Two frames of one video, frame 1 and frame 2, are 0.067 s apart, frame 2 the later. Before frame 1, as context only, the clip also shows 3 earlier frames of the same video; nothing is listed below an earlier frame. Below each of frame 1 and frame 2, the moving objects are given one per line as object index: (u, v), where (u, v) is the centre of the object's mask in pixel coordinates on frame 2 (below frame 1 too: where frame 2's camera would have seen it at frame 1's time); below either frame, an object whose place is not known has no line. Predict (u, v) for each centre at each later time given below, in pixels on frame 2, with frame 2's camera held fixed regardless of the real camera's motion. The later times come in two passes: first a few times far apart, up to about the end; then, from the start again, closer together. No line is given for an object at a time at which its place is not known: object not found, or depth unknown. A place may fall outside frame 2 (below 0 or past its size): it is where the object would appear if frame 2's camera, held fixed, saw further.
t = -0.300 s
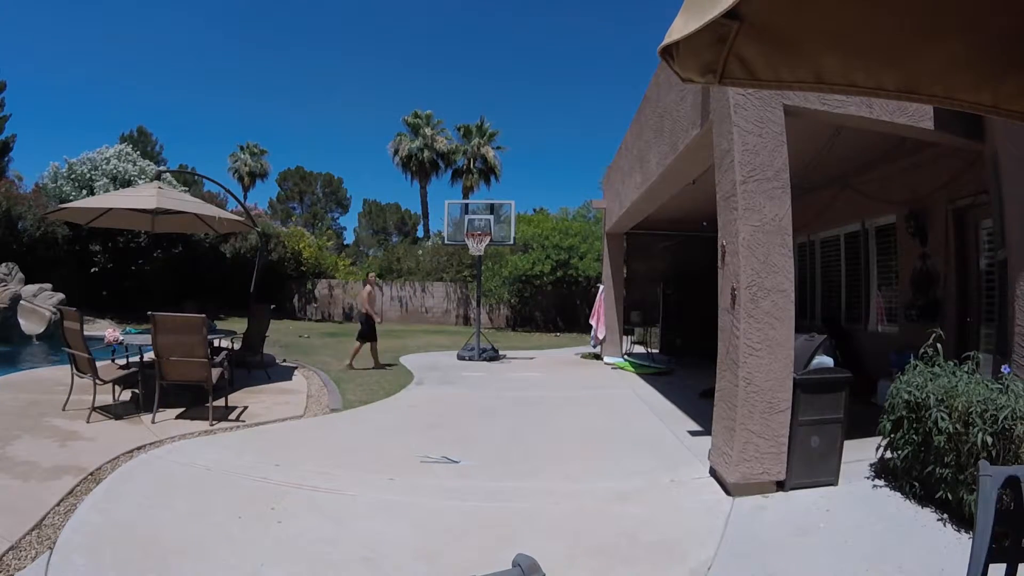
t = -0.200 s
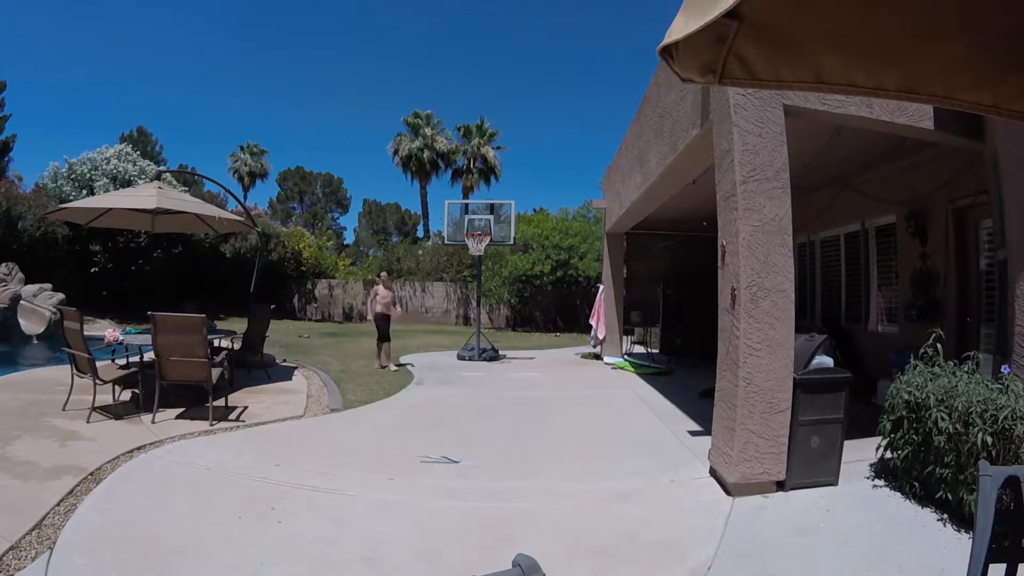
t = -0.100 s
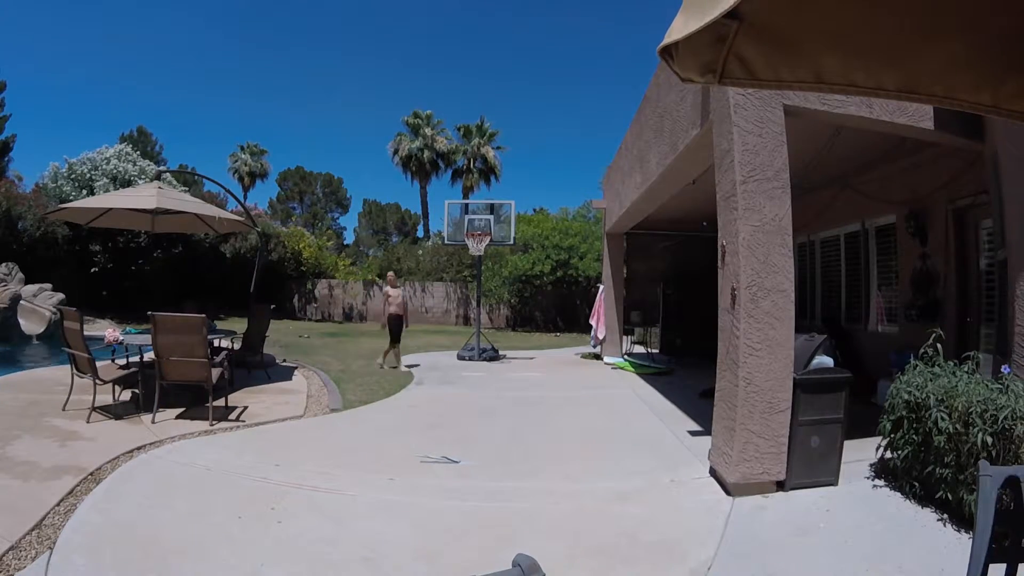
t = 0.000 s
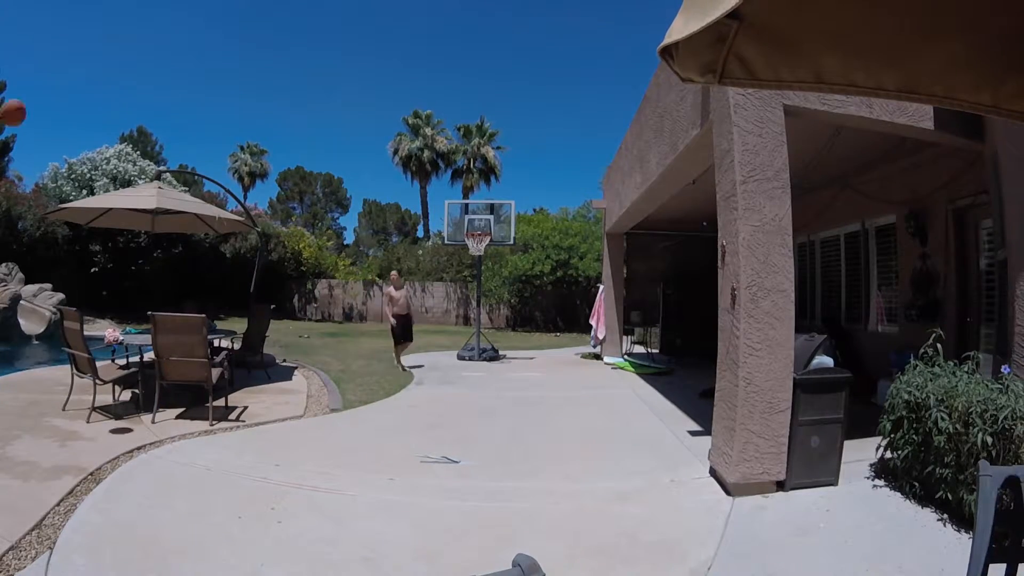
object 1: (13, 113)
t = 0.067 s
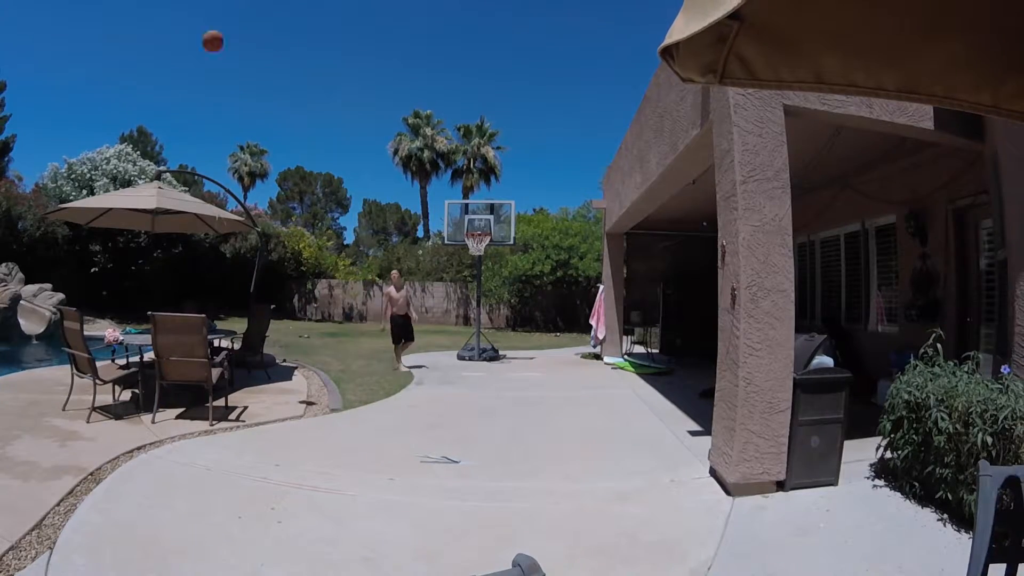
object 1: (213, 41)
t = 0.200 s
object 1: (423, 112)
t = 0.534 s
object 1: (611, 233)
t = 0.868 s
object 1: (597, 421)
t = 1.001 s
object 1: (511, 413)
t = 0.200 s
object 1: (423, 112)
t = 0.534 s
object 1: (611, 233)
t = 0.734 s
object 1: (697, 437)
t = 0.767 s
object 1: (670, 430)
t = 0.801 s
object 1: (645, 424)
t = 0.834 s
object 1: (620, 436)
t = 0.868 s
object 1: (597, 421)
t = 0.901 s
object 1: (573, 428)
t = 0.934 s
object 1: (552, 416)
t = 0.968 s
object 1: (531, 421)
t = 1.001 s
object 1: (511, 413)
